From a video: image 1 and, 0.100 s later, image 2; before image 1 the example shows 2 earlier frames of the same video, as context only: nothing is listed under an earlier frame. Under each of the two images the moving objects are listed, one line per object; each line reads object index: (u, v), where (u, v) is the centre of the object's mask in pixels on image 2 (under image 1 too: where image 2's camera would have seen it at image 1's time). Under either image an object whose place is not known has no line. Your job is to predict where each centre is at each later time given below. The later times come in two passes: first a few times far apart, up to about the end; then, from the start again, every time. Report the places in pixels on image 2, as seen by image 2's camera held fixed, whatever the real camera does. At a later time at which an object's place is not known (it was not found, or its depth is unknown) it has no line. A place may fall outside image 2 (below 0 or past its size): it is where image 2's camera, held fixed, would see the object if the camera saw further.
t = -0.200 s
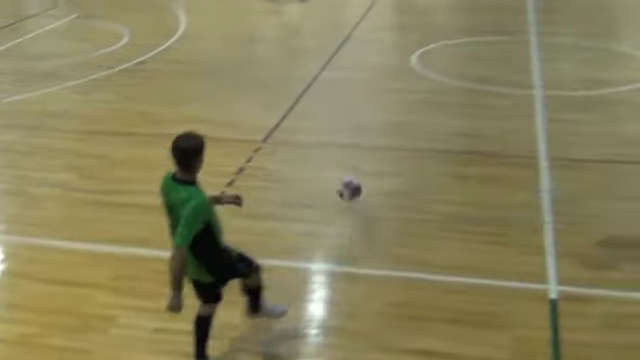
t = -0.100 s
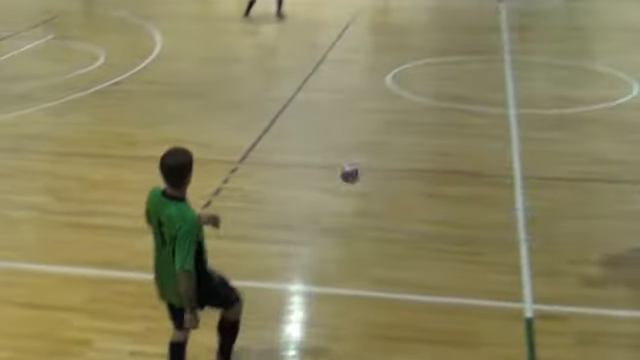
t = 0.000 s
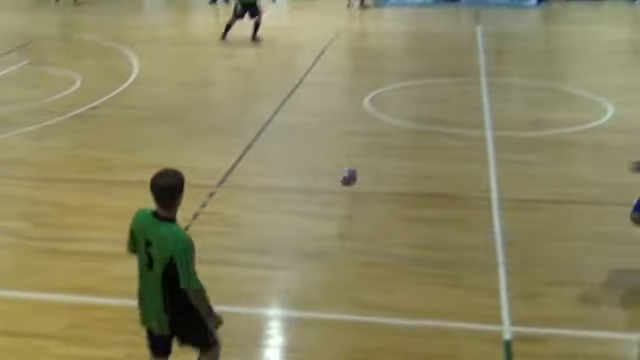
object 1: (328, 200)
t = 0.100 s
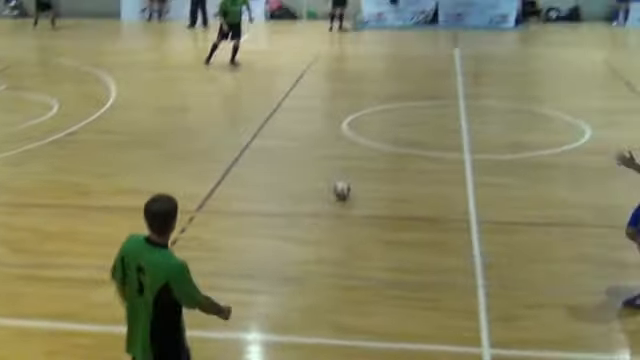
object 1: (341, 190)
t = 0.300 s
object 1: (361, 152)
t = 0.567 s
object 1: (377, 122)
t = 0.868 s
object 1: (386, 99)
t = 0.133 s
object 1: (345, 180)
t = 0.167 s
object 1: (348, 176)
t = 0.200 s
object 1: (353, 166)
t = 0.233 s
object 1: (355, 160)
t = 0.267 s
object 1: (358, 155)
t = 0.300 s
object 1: (361, 152)
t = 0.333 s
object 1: (364, 151)
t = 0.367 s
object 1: (366, 146)
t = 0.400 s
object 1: (368, 140)
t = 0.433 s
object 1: (370, 136)
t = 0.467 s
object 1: (374, 134)
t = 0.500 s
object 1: (374, 130)
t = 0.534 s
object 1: (376, 126)
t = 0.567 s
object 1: (377, 122)
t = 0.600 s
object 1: (379, 121)
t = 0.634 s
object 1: (381, 116)
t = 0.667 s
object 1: (381, 114)
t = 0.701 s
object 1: (383, 113)
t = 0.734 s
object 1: (384, 110)
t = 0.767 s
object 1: (384, 106)
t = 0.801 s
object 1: (386, 107)
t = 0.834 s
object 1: (386, 102)
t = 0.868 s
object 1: (386, 99)
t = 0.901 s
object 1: (387, 98)
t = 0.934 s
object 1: (388, 96)
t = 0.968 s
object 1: (389, 92)
